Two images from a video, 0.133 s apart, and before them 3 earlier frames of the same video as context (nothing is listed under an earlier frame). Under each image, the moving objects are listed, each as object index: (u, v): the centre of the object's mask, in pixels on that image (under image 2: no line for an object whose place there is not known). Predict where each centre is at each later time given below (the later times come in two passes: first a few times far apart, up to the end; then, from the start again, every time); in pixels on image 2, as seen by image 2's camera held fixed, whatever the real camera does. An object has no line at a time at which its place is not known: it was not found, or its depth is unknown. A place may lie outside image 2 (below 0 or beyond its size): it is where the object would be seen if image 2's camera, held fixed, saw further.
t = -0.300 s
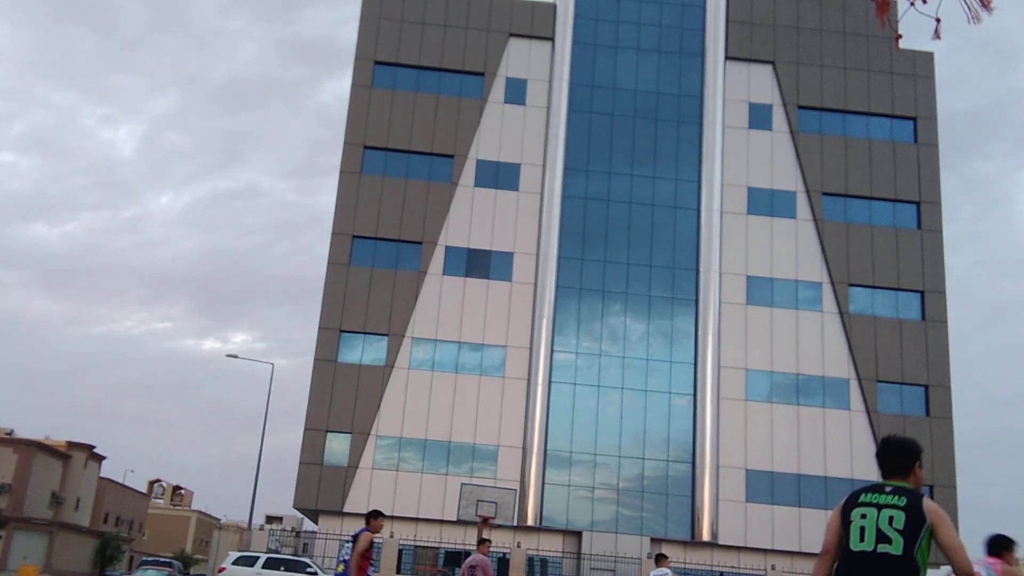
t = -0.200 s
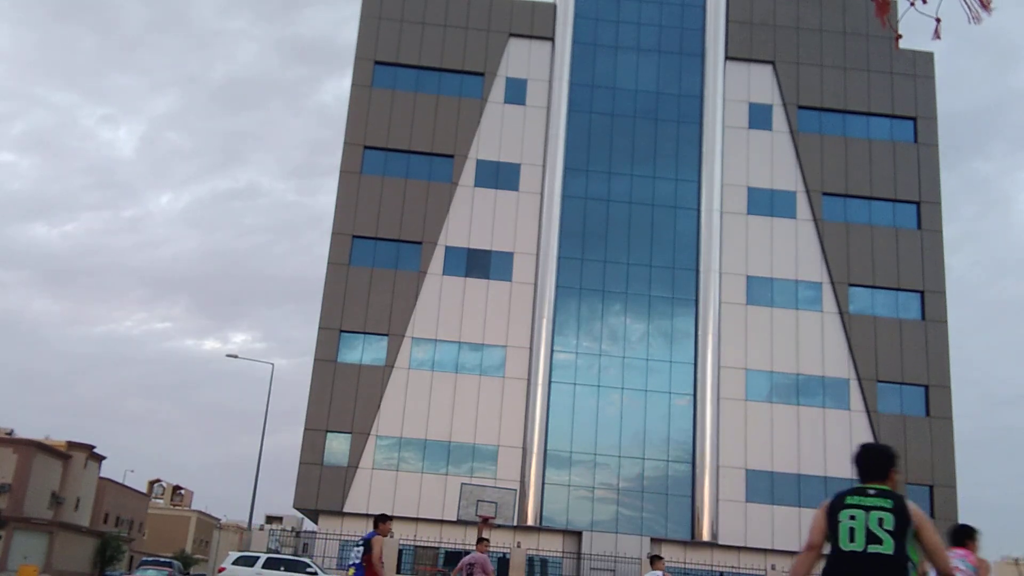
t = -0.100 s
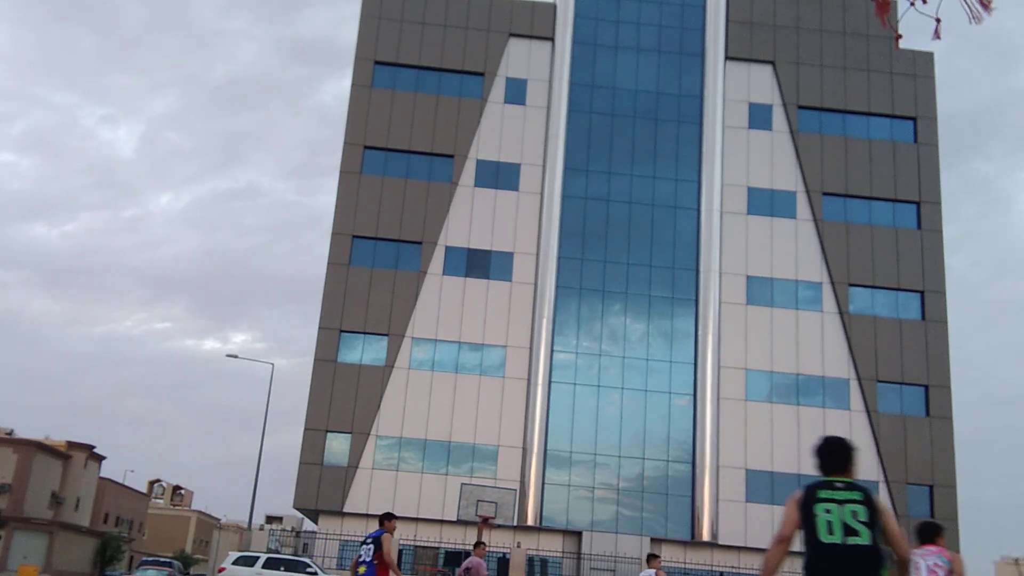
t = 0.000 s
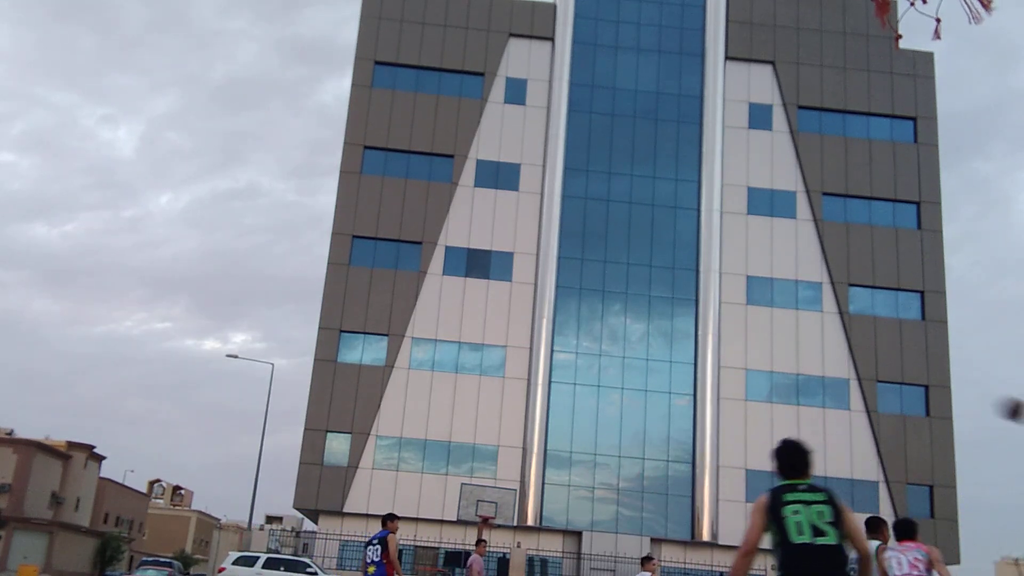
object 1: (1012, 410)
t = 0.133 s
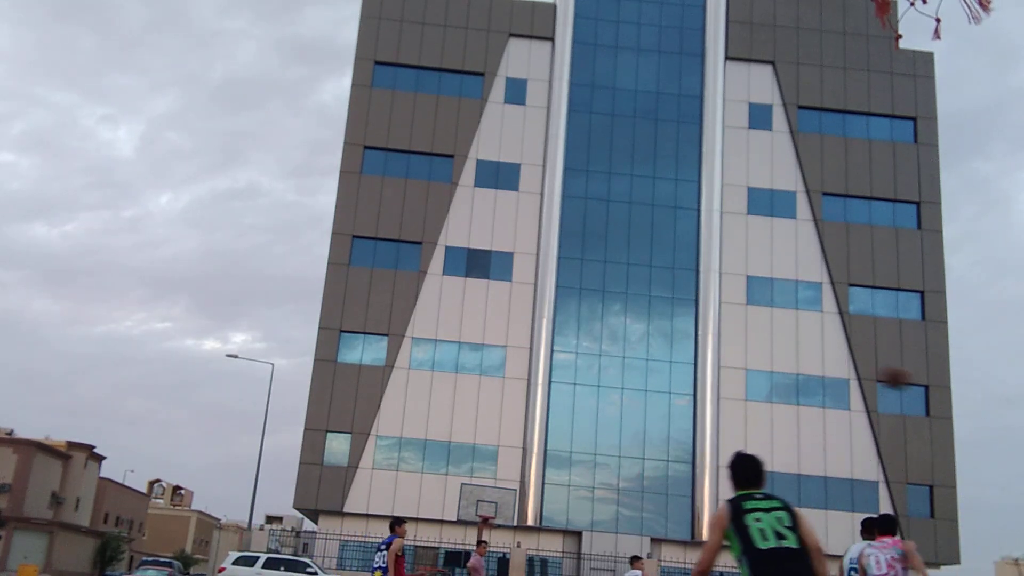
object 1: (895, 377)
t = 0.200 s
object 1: (841, 369)
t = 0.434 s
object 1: (682, 367)
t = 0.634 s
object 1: (570, 394)
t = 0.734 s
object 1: (520, 417)
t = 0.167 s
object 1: (868, 372)
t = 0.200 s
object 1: (841, 369)
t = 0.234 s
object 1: (817, 366)
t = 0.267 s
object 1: (791, 364)
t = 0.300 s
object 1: (769, 362)
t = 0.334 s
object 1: (745, 362)
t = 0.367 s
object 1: (724, 363)
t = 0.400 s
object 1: (702, 365)
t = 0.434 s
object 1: (682, 367)
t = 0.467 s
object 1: (662, 369)
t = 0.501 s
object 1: (644, 373)
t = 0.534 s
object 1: (624, 377)
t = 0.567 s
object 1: (606, 382)
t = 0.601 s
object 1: (588, 388)
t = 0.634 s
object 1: (570, 394)
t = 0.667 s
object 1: (554, 401)
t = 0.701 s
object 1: (537, 409)
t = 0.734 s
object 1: (520, 417)
